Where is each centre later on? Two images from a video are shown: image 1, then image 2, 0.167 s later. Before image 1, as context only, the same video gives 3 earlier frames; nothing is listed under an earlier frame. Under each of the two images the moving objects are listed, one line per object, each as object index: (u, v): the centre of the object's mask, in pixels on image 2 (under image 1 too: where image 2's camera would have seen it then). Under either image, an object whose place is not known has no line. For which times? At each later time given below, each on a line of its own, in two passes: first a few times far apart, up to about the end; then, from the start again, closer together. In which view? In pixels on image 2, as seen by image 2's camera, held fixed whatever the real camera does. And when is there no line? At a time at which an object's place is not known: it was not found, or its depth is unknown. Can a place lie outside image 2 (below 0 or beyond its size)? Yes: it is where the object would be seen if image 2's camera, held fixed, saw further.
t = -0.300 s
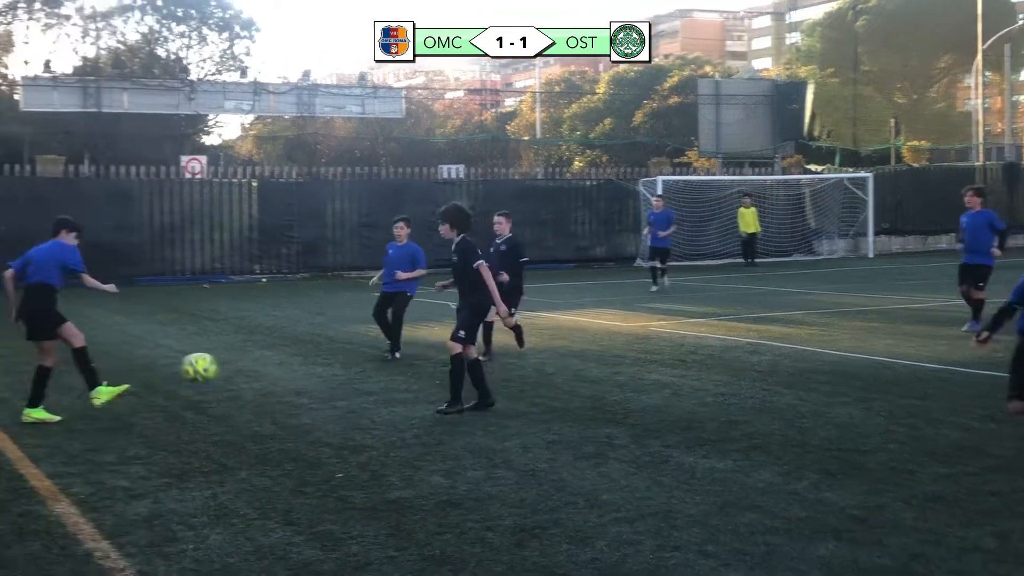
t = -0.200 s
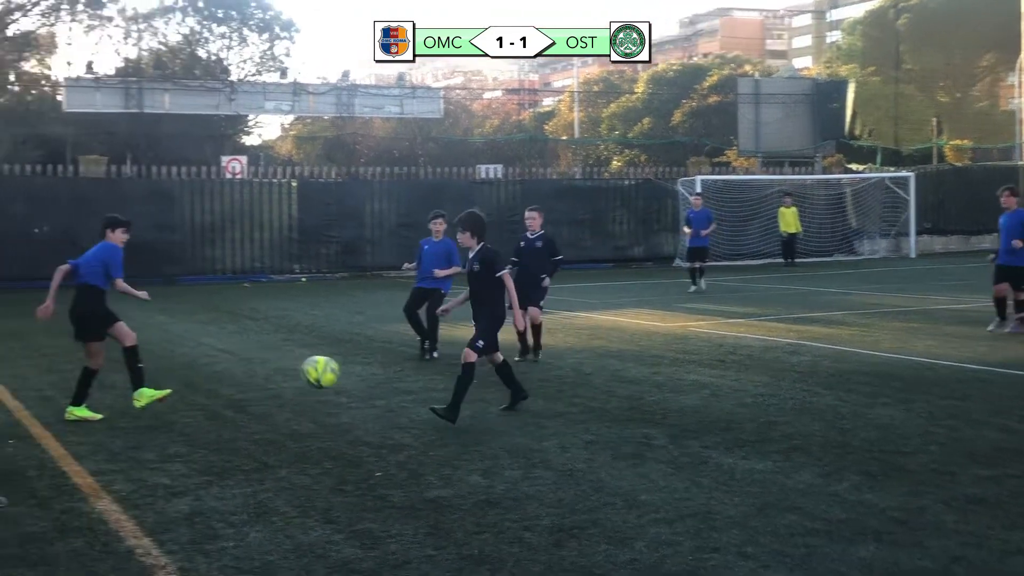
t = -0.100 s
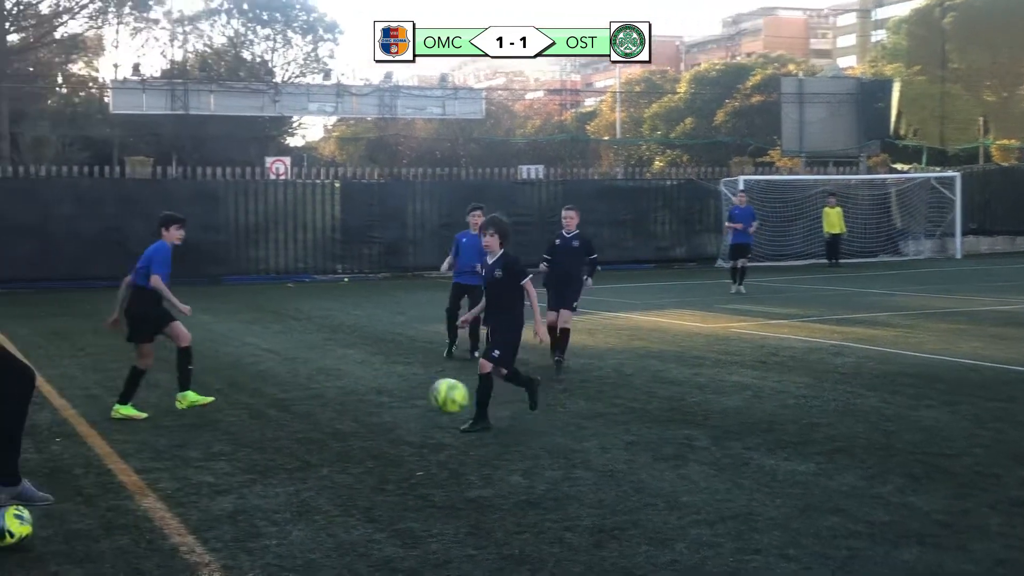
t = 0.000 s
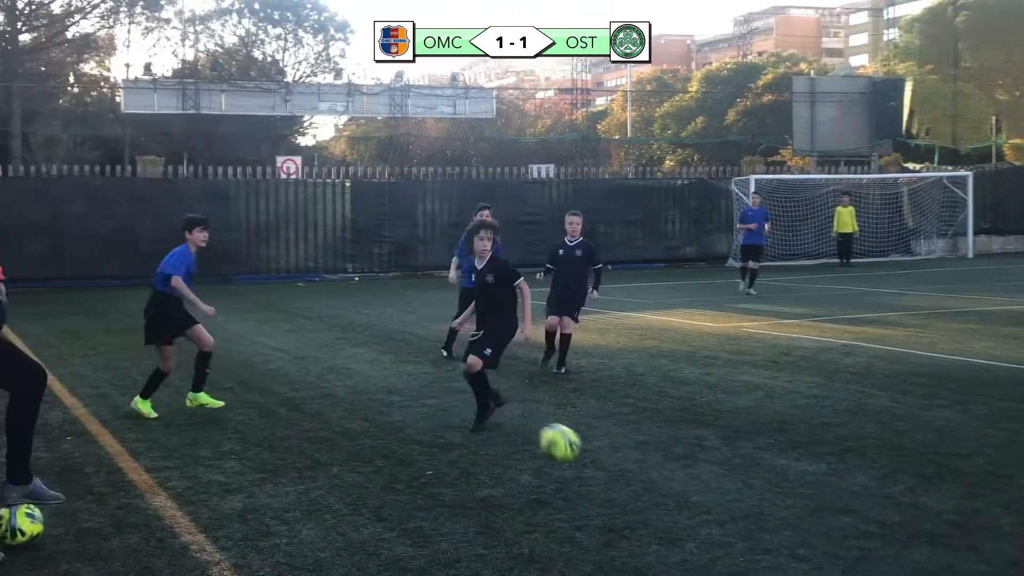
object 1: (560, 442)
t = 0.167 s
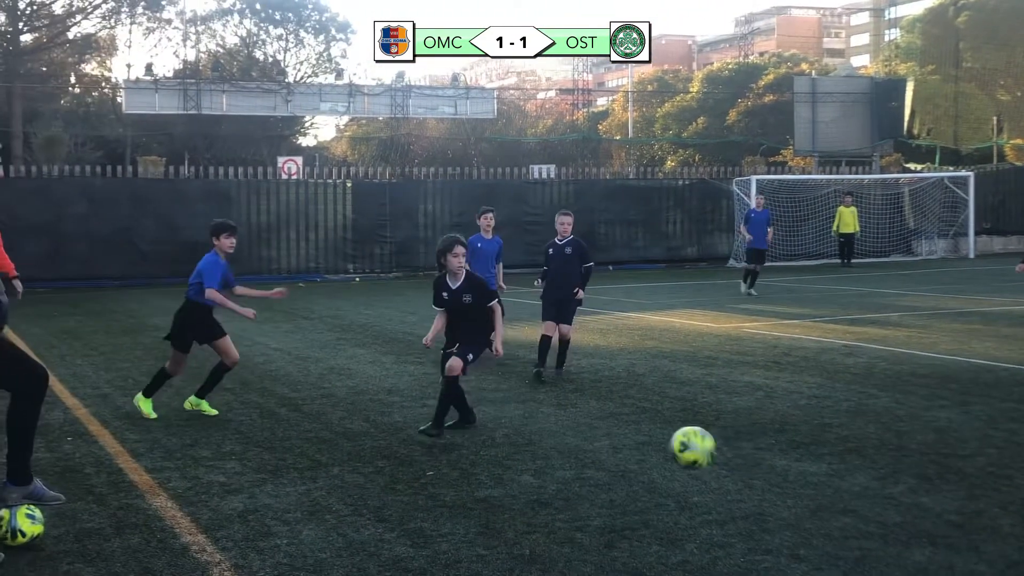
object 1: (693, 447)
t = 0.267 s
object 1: (773, 451)
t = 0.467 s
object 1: (969, 545)
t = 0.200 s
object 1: (718, 446)
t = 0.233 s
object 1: (744, 447)
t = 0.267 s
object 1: (773, 451)
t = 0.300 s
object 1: (801, 458)
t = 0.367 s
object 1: (864, 482)
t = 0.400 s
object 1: (896, 499)
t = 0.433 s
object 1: (933, 520)
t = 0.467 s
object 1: (969, 545)
